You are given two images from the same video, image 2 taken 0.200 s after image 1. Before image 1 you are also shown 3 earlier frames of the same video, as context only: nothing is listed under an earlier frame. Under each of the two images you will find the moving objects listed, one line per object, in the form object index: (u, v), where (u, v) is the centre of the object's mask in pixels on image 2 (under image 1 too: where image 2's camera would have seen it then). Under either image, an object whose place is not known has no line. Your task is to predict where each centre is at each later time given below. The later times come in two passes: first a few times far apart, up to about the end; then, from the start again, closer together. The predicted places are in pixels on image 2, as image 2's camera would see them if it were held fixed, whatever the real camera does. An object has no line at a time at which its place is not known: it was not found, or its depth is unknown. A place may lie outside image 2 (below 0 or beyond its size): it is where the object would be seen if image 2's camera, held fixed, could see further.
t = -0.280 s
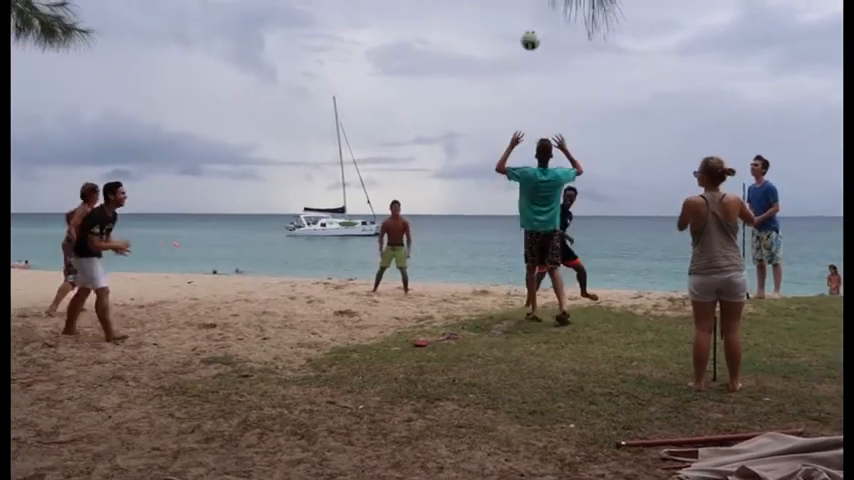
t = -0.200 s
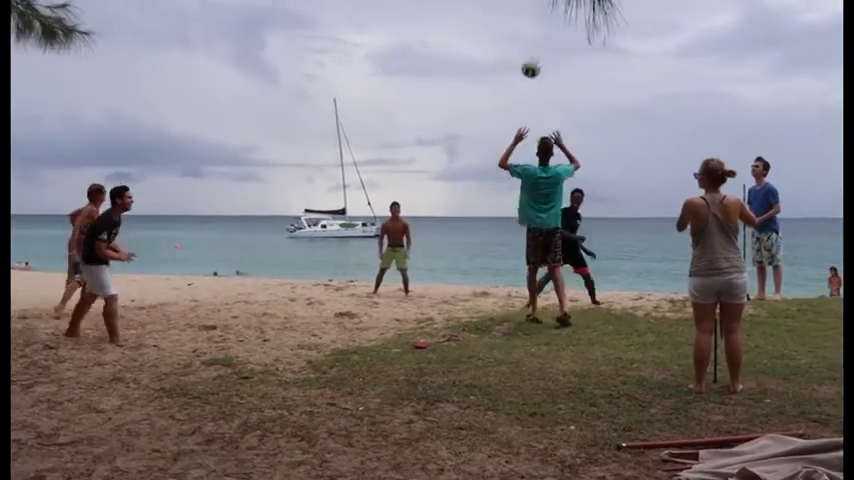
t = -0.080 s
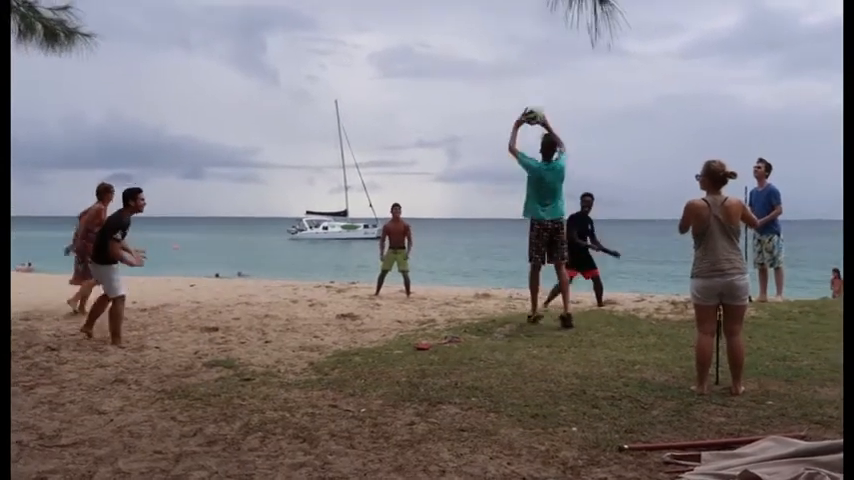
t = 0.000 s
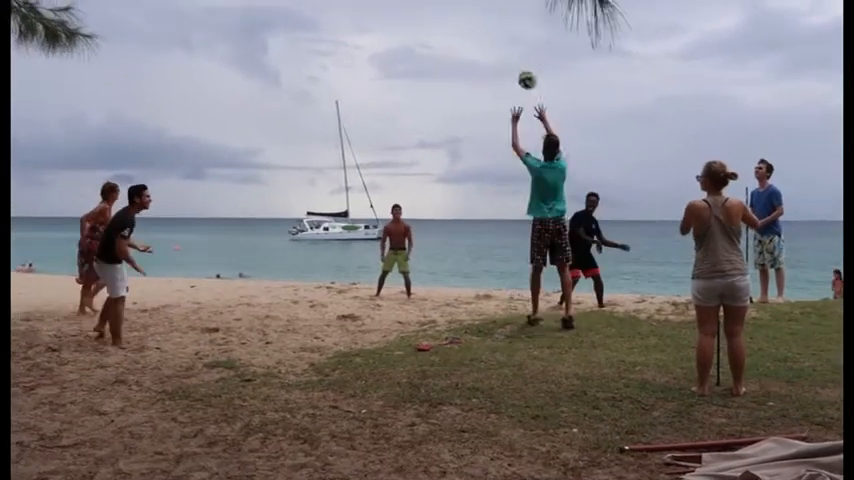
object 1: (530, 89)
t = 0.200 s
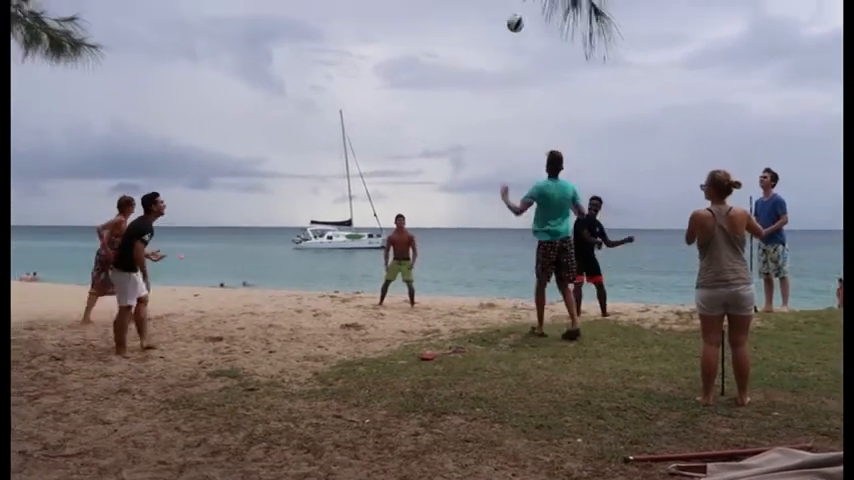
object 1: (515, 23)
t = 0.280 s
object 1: (509, 10)
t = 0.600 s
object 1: (489, 7)
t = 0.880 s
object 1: (473, 59)
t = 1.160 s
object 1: (458, 149)
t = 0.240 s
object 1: (512, 16)
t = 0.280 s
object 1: (509, 10)
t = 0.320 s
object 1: (506, 4)
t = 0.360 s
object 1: (503, 1)
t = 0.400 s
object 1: (501, -1)
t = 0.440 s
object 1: (498, -2)
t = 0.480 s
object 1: (496, -2)
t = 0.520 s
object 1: (493, 0)
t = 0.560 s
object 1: (491, 4)
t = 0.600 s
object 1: (489, 7)
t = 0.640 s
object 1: (486, 13)
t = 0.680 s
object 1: (484, 18)
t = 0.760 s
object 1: (480, 32)
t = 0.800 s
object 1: (478, 40)
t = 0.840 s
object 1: (475, 50)
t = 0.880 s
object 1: (473, 59)
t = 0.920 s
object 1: (471, 70)
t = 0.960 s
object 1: (469, 83)
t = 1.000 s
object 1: (466, 94)
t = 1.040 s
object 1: (464, 107)
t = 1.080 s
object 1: (462, 121)
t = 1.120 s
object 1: (460, 135)
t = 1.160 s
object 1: (458, 149)
